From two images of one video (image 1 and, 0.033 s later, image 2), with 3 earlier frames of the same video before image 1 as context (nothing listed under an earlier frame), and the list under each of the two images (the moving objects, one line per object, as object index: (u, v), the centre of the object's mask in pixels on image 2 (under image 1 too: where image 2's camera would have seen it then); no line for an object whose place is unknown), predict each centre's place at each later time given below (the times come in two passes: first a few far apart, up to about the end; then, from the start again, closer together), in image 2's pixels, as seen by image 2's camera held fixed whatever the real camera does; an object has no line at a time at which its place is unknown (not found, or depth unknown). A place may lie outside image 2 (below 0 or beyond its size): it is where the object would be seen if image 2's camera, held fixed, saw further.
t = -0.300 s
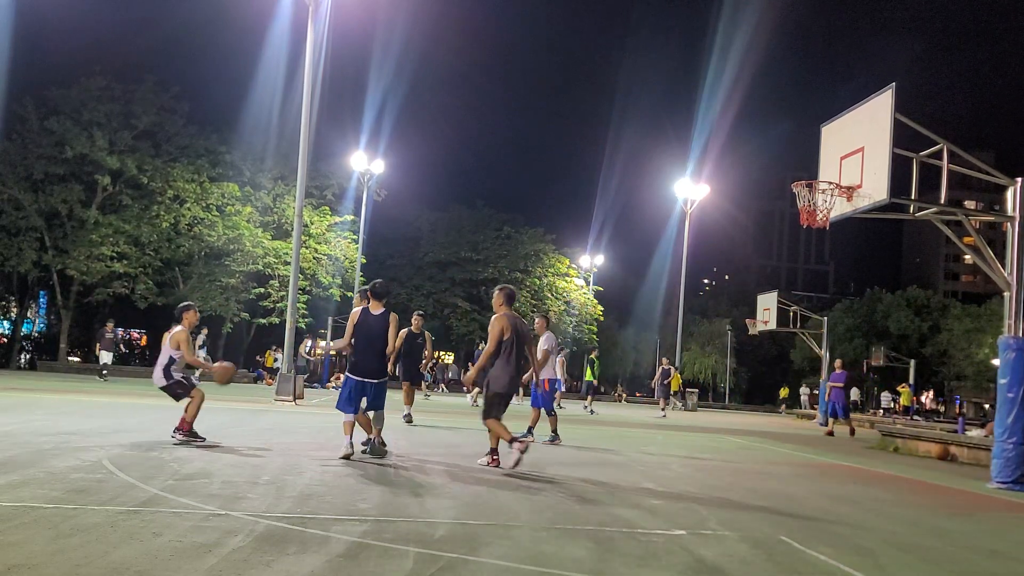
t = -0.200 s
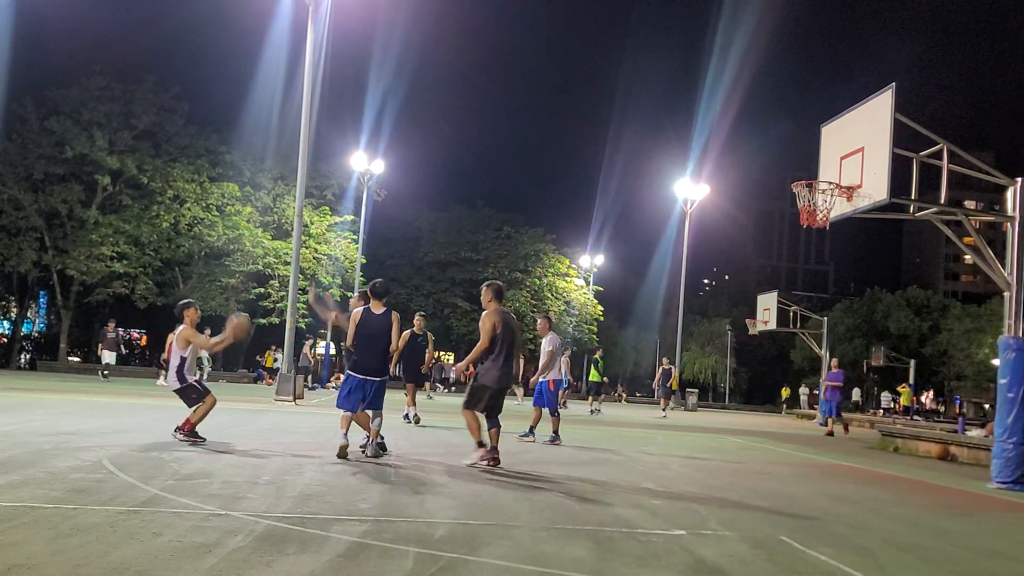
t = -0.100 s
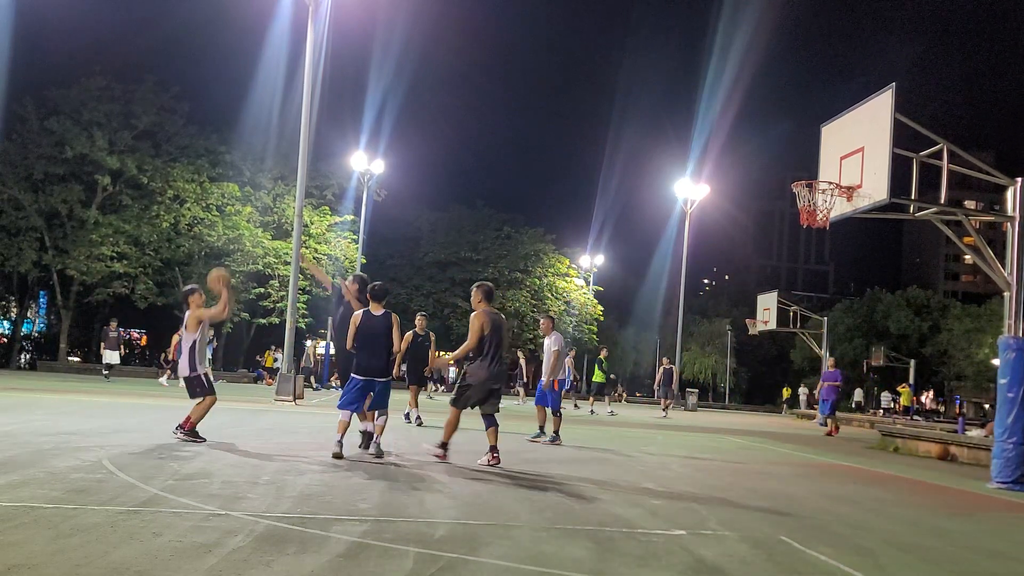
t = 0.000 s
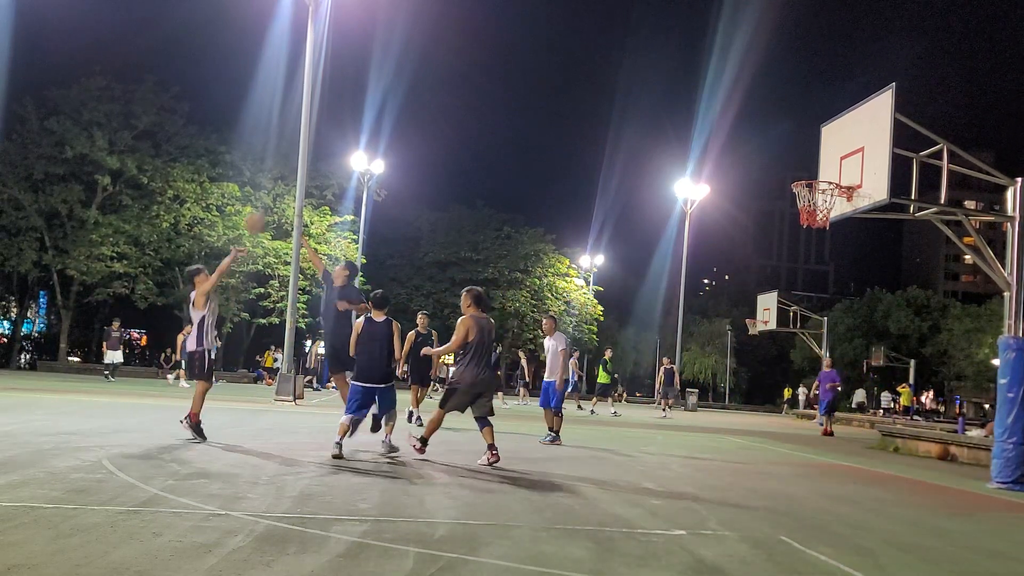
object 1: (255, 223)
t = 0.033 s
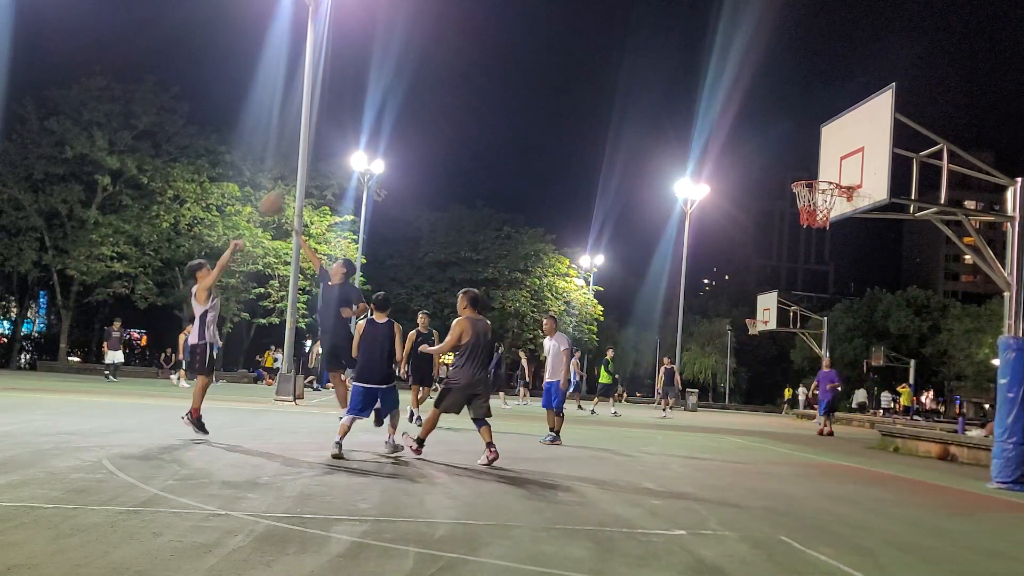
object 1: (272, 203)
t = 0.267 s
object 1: (392, 100)
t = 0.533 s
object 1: (515, 44)
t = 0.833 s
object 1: (646, 55)
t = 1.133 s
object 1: (767, 144)
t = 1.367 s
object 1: (842, 170)
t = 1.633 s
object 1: (794, 168)
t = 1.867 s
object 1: (746, 220)
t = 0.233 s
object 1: (373, 111)
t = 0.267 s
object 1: (392, 100)
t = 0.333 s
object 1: (423, 80)
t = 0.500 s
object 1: (500, 47)
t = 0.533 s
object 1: (515, 44)
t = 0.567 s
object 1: (530, 41)
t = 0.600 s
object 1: (545, 39)
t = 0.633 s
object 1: (560, 39)
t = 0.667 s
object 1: (575, 39)
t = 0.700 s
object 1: (589, 41)
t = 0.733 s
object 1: (603, 43)
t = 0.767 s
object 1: (618, 46)
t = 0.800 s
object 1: (632, 50)
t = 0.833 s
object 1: (646, 55)
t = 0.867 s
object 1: (659, 61)
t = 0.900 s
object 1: (673, 68)
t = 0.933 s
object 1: (687, 76)
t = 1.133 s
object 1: (767, 144)
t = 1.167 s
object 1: (780, 158)
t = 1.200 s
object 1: (792, 172)
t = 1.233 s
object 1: (804, 175)
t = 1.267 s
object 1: (812, 173)
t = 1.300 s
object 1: (821, 171)
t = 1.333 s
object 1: (832, 171)
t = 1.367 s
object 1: (842, 170)
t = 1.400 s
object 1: (838, 167)
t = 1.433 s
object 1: (832, 164)
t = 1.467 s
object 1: (825, 162)
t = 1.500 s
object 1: (818, 161)
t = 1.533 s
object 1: (812, 161)
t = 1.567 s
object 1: (807, 163)
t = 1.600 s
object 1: (801, 165)
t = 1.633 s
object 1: (794, 168)
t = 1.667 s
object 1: (787, 172)
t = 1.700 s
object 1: (780, 177)
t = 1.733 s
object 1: (774, 184)
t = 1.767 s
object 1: (767, 191)
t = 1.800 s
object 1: (760, 200)
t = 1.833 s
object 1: (753, 209)
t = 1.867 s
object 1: (746, 220)
